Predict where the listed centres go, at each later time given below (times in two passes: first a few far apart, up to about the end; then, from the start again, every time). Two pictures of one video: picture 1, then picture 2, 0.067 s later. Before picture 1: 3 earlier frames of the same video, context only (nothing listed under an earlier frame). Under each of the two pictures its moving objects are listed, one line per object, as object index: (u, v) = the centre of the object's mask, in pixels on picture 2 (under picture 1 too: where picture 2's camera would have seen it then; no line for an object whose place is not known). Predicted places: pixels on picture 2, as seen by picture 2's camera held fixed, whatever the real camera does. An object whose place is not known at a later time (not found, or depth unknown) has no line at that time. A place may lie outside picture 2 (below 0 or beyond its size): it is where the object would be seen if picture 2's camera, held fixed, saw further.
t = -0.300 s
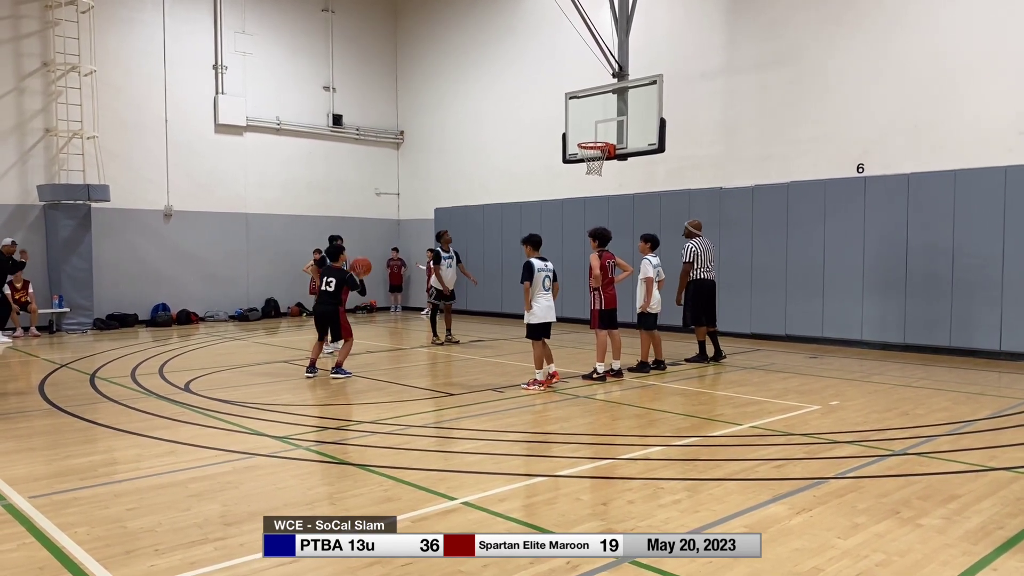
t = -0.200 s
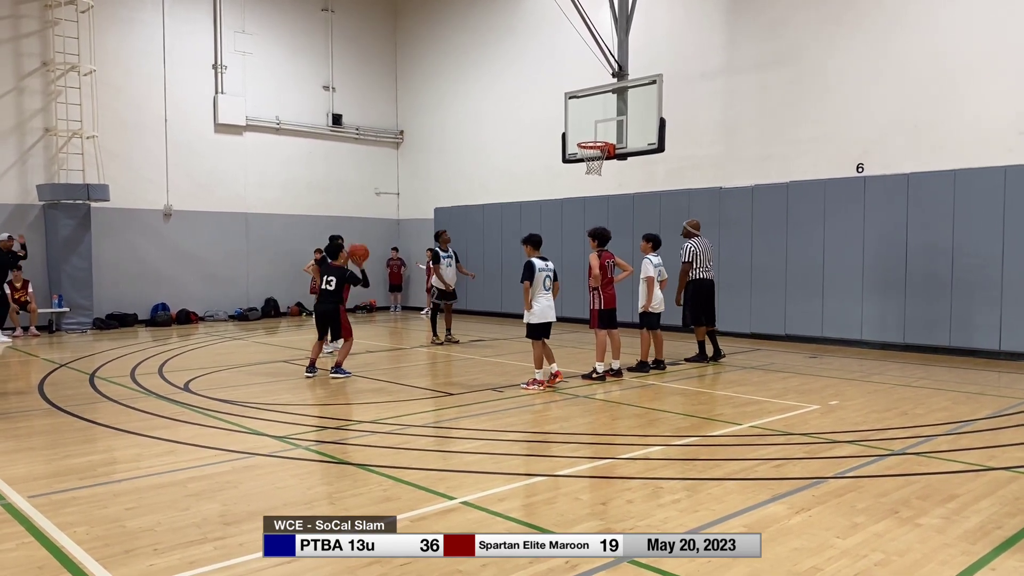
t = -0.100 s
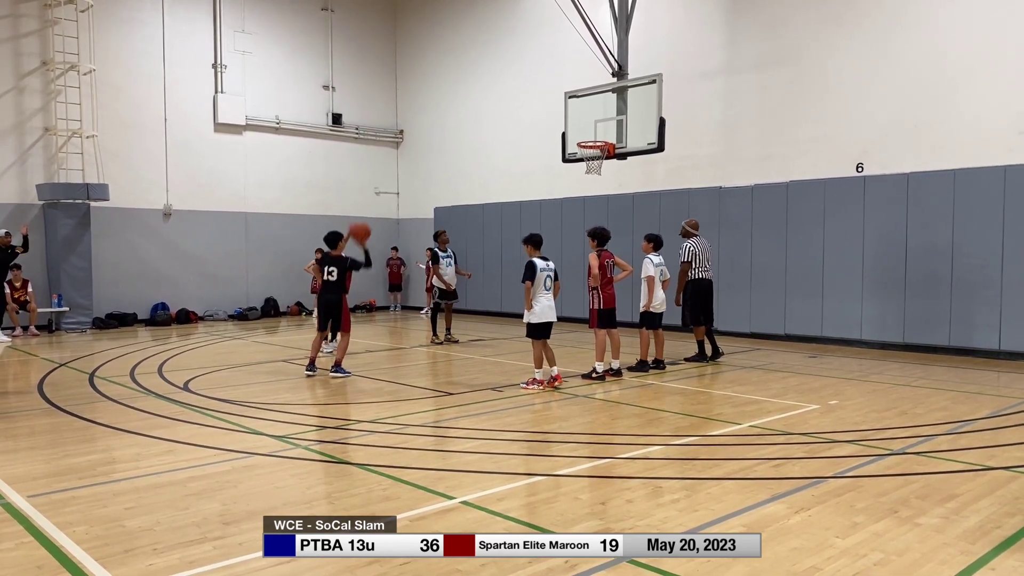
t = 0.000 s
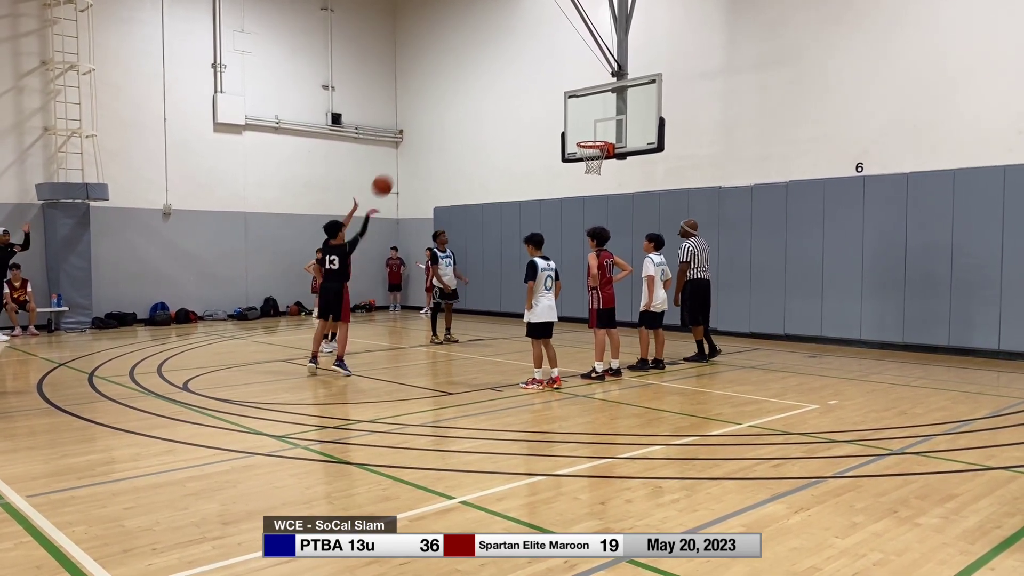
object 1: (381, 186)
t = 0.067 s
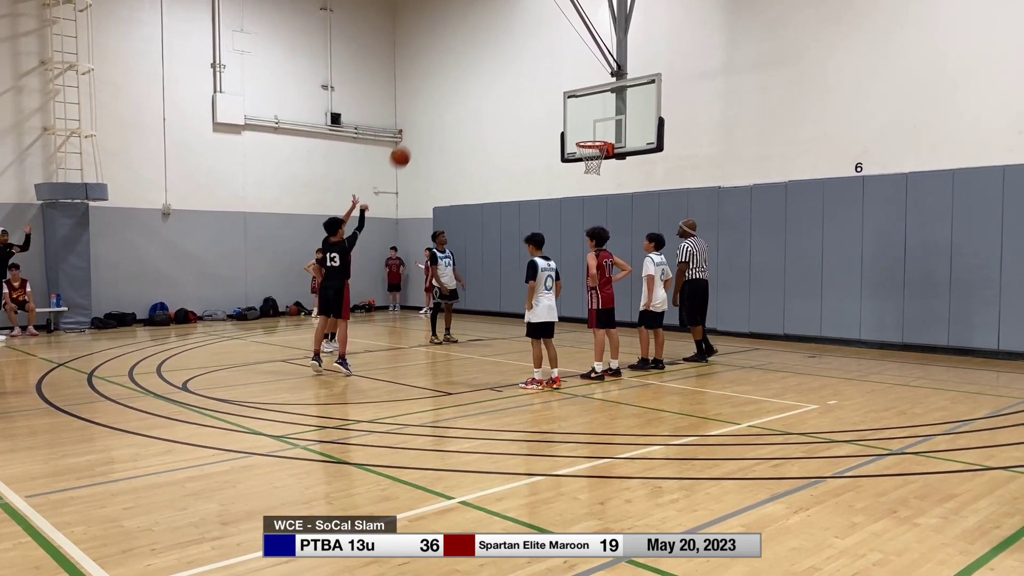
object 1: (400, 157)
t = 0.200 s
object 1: (435, 112)
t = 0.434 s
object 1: (492, 74)
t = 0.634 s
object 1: (537, 74)
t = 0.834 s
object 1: (576, 101)
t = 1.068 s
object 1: (587, 127)
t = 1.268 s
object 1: (559, 125)
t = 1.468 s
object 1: (533, 147)
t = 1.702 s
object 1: (504, 200)
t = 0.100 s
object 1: (410, 144)
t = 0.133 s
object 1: (418, 133)
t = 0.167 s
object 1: (427, 122)
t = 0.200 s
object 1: (435, 112)
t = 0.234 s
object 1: (444, 104)
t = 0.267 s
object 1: (452, 97)
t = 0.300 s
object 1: (460, 90)
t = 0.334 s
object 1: (469, 85)
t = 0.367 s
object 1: (476, 80)
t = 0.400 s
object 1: (485, 76)
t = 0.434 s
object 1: (492, 74)
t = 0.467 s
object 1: (500, 72)
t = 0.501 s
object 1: (508, 71)
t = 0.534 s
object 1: (515, 70)
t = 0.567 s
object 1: (523, 70)
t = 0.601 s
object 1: (530, 72)
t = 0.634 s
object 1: (537, 74)
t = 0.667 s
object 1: (544, 77)
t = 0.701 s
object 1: (550, 80)
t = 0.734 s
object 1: (557, 84)
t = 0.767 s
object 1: (563, 89)
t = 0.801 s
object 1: (569, 95)
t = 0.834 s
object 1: (576, 101)
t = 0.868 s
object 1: (581, 108)
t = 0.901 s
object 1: (587, 116)
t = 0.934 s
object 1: (593, 124)
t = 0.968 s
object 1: (599, 133)
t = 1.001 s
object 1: (598, 133)
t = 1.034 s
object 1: (592, 130)
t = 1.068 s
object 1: (587, 127)
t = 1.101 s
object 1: (582, 124)
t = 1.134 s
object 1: (578, 123)
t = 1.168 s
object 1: (573, 122)
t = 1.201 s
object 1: (568, 123)
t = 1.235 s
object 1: (564, 123)
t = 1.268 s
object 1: (559, 125)
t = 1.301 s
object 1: (555, 127)
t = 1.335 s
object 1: (550, 129)
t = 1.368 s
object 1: (546, 133)
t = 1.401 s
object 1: (542, 137)
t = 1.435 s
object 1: (537, 142)
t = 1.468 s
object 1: (533, 147)
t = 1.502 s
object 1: (529, 153)
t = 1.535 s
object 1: (525, 159)
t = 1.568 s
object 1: (521, 167)
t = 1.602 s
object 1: (518, 174)
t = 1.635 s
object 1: (513, 182)
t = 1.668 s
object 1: (510, 191)
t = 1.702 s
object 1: (504, 200)
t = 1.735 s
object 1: (501, 210)
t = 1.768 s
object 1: (498, 220)
